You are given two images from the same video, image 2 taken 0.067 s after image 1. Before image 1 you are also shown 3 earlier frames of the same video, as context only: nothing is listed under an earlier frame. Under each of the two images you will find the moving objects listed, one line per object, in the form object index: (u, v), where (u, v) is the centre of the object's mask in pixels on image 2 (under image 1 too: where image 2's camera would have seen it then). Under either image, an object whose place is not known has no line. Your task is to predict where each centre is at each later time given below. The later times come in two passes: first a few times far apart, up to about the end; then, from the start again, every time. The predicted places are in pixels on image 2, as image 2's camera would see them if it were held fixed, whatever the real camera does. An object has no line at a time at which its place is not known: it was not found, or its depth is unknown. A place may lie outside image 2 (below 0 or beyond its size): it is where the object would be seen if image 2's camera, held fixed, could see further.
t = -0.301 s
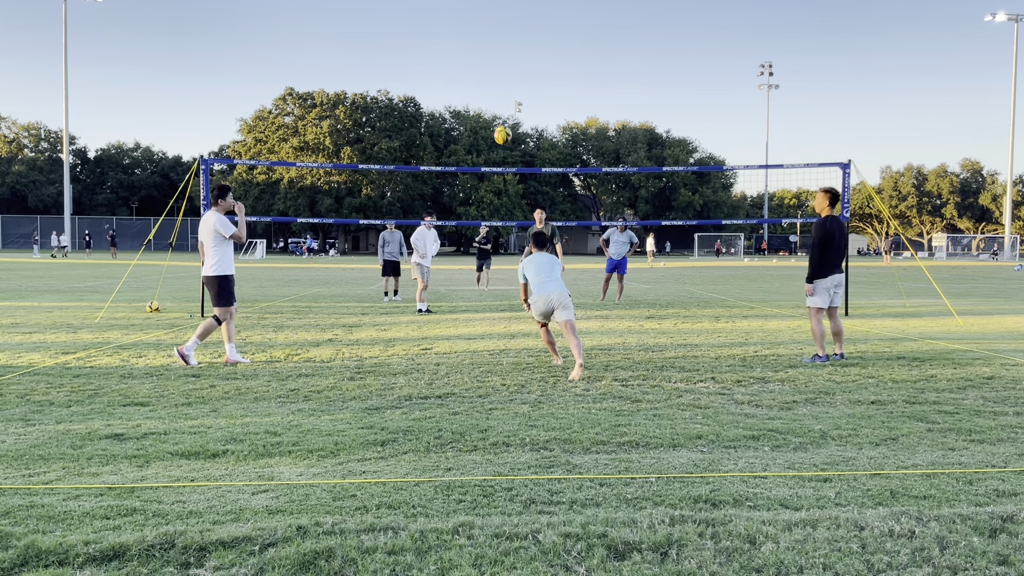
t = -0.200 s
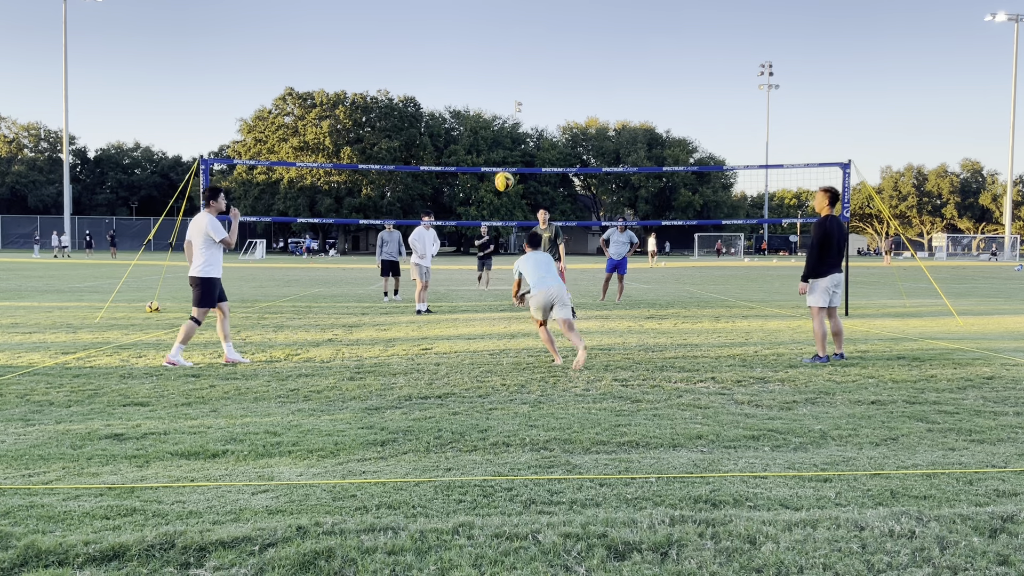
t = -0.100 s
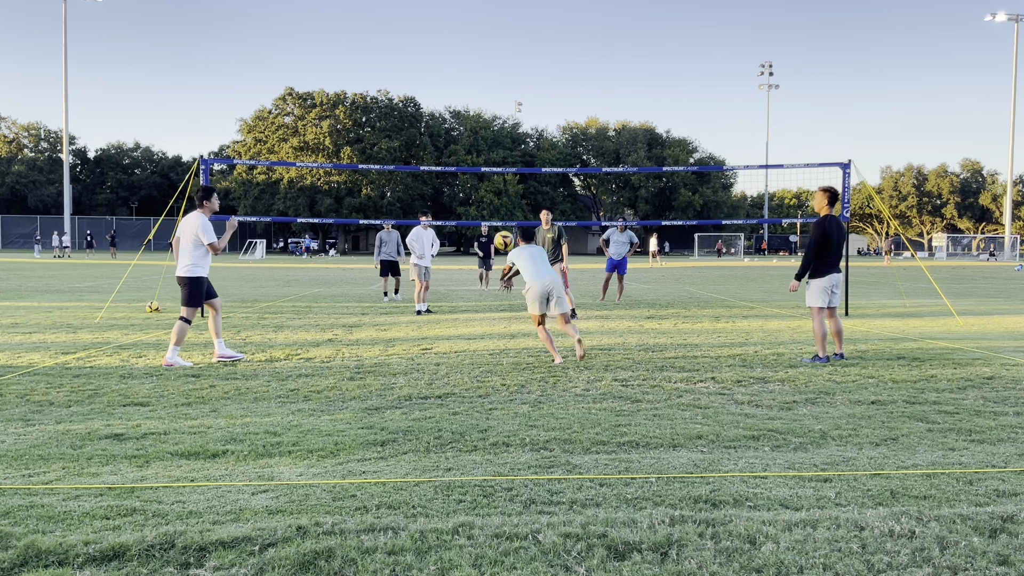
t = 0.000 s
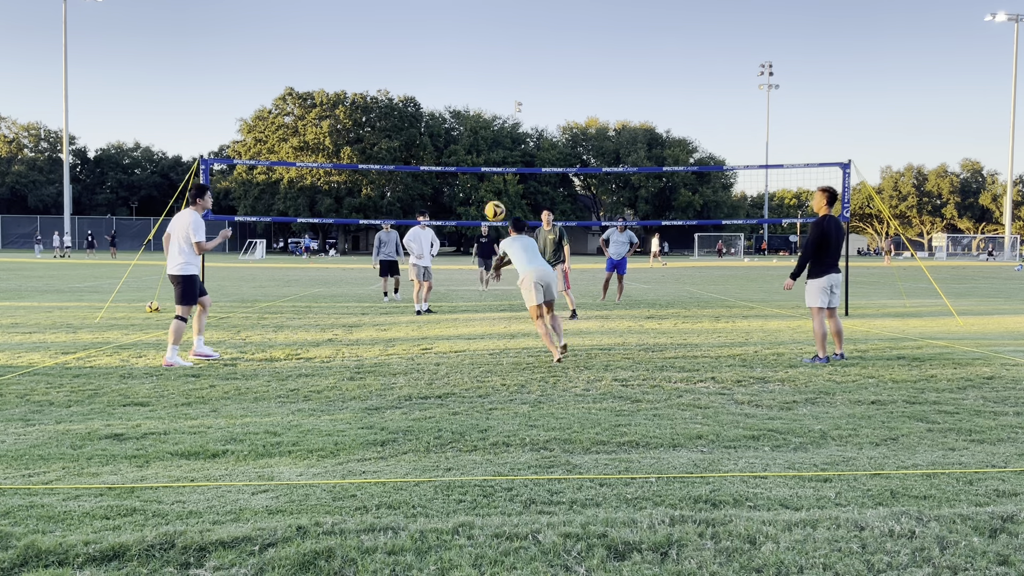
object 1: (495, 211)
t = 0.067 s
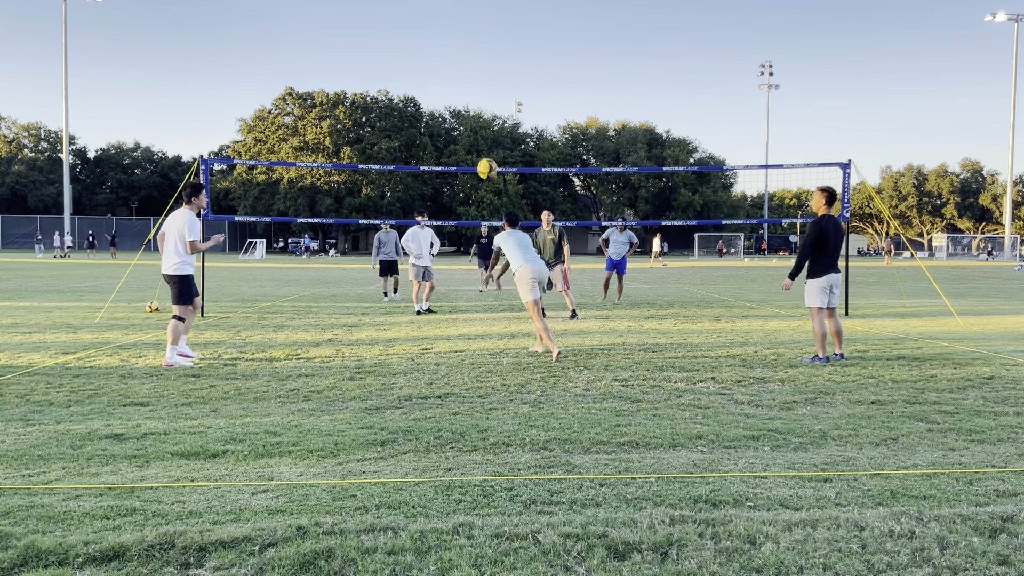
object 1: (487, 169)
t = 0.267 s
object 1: (466, 70)
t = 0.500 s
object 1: (443, 8)
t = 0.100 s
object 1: (483, 149)
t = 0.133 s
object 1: (479, 130)
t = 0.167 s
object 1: (476, 114)
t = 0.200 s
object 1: (473, 98)
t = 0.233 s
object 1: (470, 84)
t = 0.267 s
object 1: (466, 70)
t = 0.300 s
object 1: (462, 58)
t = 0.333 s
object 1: (459, 47)
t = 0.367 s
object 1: (455, 36)
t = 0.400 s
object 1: (452, 27)
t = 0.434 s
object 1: (449, 19)
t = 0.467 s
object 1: (446, 12)
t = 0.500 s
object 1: (443, 8)
